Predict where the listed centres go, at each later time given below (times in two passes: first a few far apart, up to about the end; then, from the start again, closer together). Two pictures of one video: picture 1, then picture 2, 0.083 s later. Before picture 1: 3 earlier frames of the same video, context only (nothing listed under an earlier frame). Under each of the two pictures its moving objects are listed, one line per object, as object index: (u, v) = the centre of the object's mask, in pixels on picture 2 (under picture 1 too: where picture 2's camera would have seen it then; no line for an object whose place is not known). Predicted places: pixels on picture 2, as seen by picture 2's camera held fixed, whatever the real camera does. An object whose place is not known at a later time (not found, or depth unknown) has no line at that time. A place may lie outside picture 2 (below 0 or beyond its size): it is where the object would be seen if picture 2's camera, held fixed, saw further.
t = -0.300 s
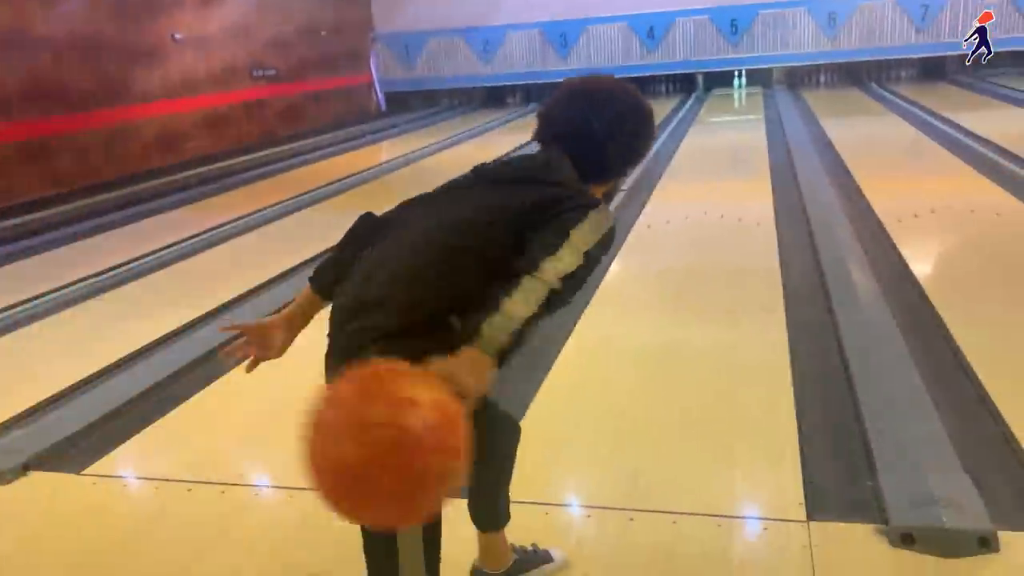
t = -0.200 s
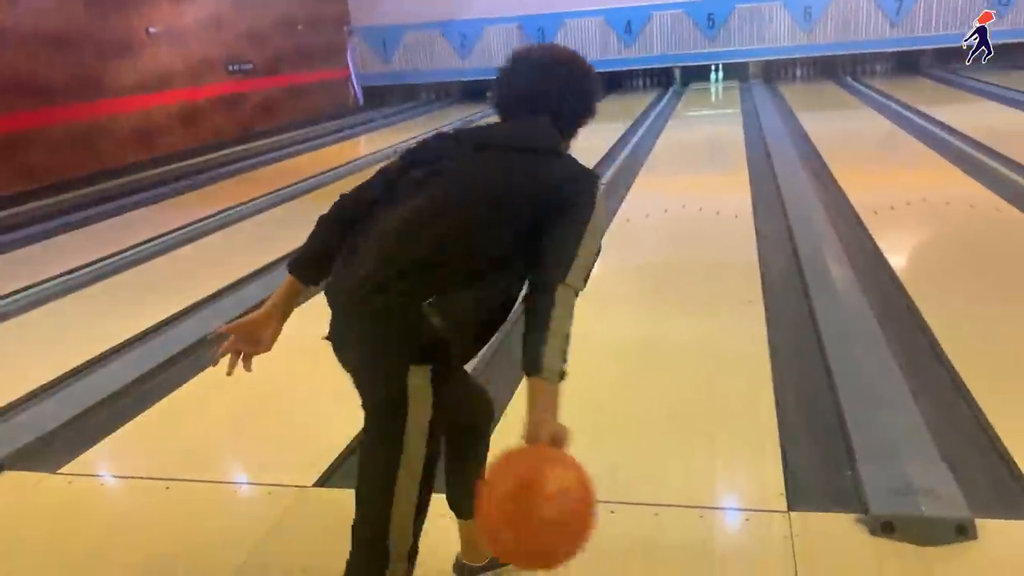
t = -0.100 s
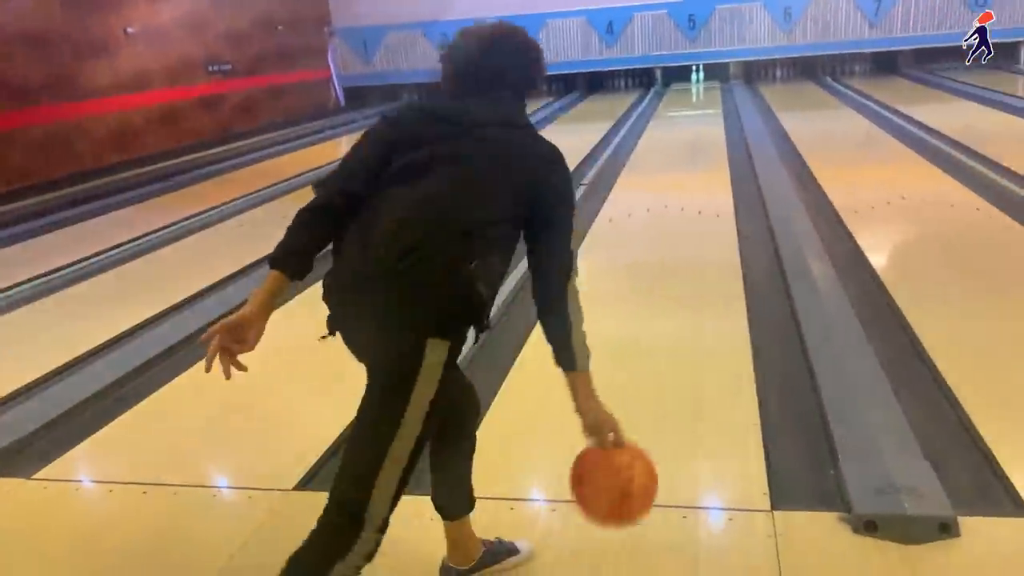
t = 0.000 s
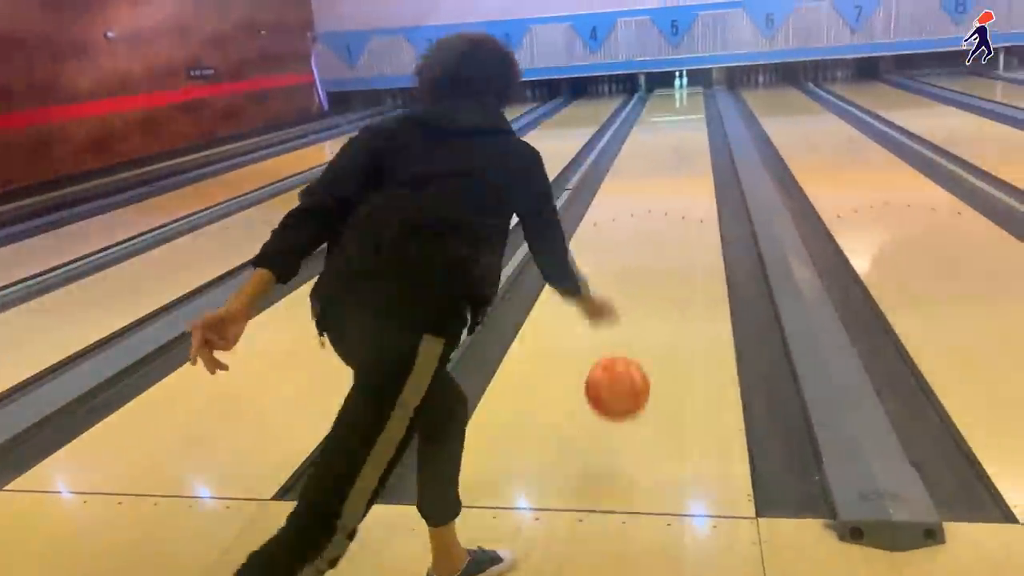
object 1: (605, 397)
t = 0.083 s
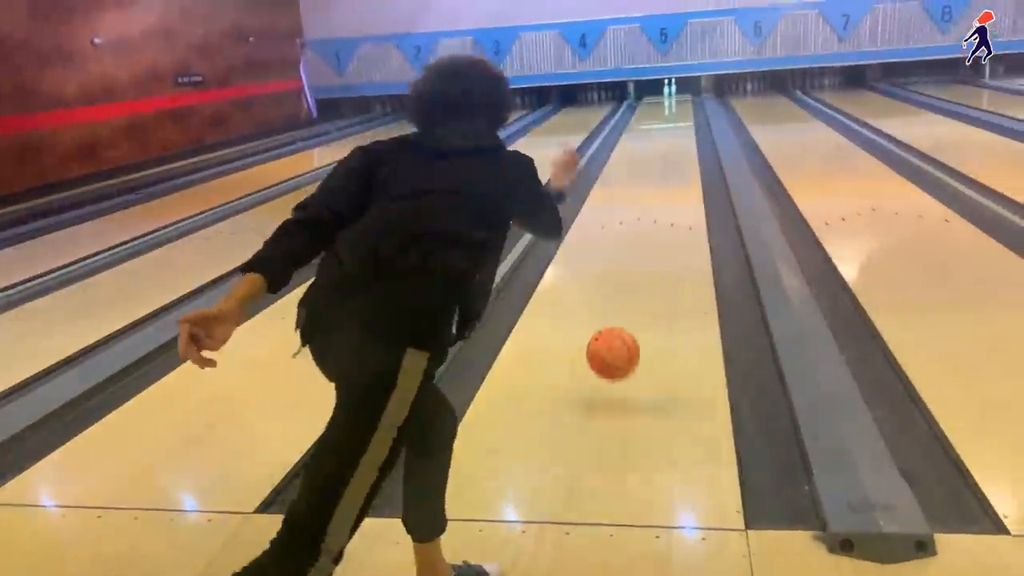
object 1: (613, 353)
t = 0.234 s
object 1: (621, 298)
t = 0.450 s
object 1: (626, 234)
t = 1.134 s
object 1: (629, 150)
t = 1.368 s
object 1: (630, 137)
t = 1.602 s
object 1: (629, 127)
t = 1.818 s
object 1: (627, 119)
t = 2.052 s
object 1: (625, 115)
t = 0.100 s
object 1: (614, 349)
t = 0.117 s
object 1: (615, 345)
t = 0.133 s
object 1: (617, 341)
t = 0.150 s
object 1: (618, 339)
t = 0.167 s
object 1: (619, 331)
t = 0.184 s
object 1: (619, 321)
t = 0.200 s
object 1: (620, 313)
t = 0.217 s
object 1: (621, 305)
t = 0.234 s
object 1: (621, 298)
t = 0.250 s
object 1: (622, 292)
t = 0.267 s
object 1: (622, 286)
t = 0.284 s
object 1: (623, 280)
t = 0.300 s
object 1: (623, 274)
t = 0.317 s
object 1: (624, 269)
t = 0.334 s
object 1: (624, 264)
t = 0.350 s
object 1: (624, 259)
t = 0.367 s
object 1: (625, 254)
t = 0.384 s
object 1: (625, 250)
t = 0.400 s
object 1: (625, 245)
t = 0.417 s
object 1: (626, 241)
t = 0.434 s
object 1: (626, 238)
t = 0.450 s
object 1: (626, 234)
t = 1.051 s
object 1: (629, 156)
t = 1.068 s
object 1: (629, 154)
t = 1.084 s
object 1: (629, 153)
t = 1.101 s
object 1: (629, 152)
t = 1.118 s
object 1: (629, 151)
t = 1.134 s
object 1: (629, 150)
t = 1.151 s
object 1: (629, 148)
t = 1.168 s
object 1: (629, 148)
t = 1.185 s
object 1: (630, 147)
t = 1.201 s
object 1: (629, 145)
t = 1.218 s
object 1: (629, 145)
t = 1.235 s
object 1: (629, 144)
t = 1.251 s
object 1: (630, 143)
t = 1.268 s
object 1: (629, 142)
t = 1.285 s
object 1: (630, 141)
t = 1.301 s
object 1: (630, 140)
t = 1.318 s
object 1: (630, 139)
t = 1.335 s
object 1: (629, 138)
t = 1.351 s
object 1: (630, 138)
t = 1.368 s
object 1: (630, 137)
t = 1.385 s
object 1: (630, 136)
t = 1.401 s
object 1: (629, 136)
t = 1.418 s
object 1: (630, 134)
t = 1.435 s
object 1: (630, 134)
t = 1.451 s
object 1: (629, 133)
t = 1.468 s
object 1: (629, 132)
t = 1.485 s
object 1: (629, 132)
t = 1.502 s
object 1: (629, 131)
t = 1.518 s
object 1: (629, 130)
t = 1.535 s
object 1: (629, 130)
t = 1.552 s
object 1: (629, 129)
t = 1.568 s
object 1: (629, 128)
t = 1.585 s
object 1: (629, 128)
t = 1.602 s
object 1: (629, 127)
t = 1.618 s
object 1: (628, 126)
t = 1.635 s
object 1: (629, 125)
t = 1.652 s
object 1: (628, 125)
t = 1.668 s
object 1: (629, 124)
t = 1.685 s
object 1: (628, 124)
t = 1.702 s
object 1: (628, 123)
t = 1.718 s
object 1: (628, 123)
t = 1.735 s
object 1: (628, 122)
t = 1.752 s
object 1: (628, 122)
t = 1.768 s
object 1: (628, 121)
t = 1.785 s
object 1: (627, 121)
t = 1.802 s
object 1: (627, 120)
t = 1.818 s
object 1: (627, 119)
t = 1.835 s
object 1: (627, 119)
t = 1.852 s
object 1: (627, 119)
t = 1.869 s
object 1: (627, 118)
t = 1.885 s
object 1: (627, 118)
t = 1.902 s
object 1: (626, 118)
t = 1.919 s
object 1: (626, 118)
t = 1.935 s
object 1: (626, 117)
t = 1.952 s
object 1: (626, 117)
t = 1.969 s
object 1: (625, 118)
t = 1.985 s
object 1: (625, 118)
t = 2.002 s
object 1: (625, 117)
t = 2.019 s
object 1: (625, 116)
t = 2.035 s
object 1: (625, 115)
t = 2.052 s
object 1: (625, 115)
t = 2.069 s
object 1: (626, 114)
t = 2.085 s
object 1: (625, 114)
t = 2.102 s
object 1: (626, 113)
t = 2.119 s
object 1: (625, 113)
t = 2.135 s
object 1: (626, 112)
